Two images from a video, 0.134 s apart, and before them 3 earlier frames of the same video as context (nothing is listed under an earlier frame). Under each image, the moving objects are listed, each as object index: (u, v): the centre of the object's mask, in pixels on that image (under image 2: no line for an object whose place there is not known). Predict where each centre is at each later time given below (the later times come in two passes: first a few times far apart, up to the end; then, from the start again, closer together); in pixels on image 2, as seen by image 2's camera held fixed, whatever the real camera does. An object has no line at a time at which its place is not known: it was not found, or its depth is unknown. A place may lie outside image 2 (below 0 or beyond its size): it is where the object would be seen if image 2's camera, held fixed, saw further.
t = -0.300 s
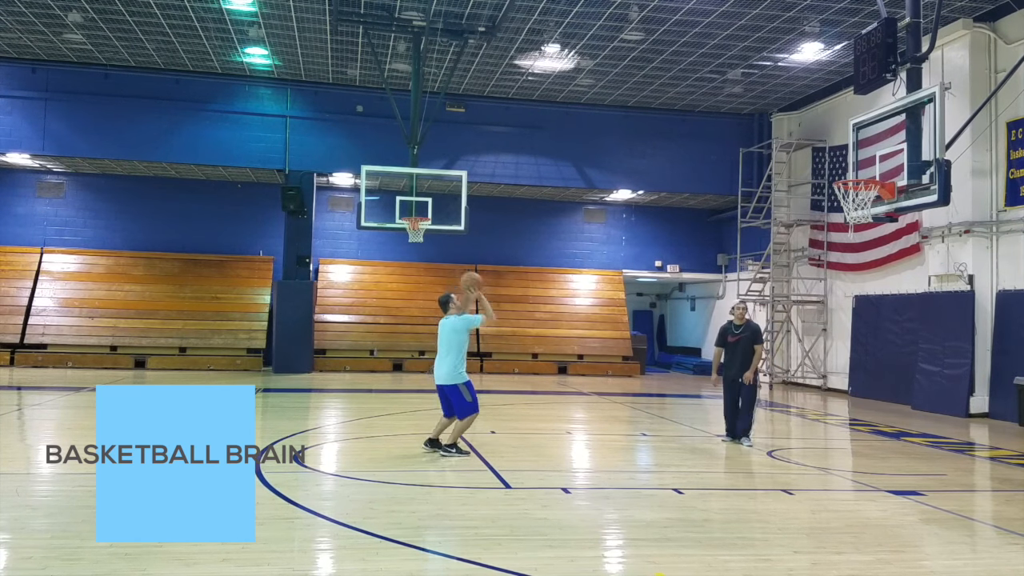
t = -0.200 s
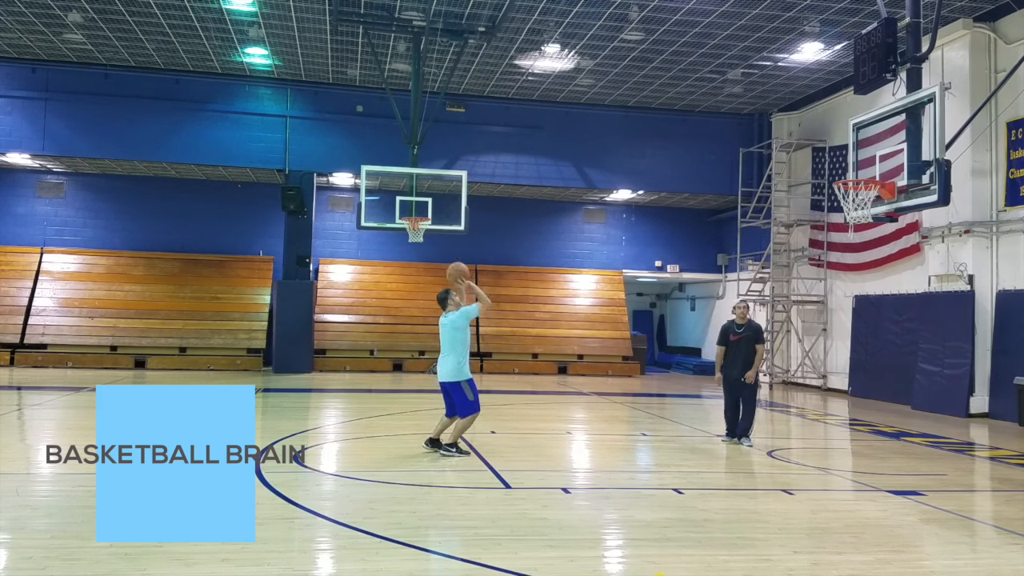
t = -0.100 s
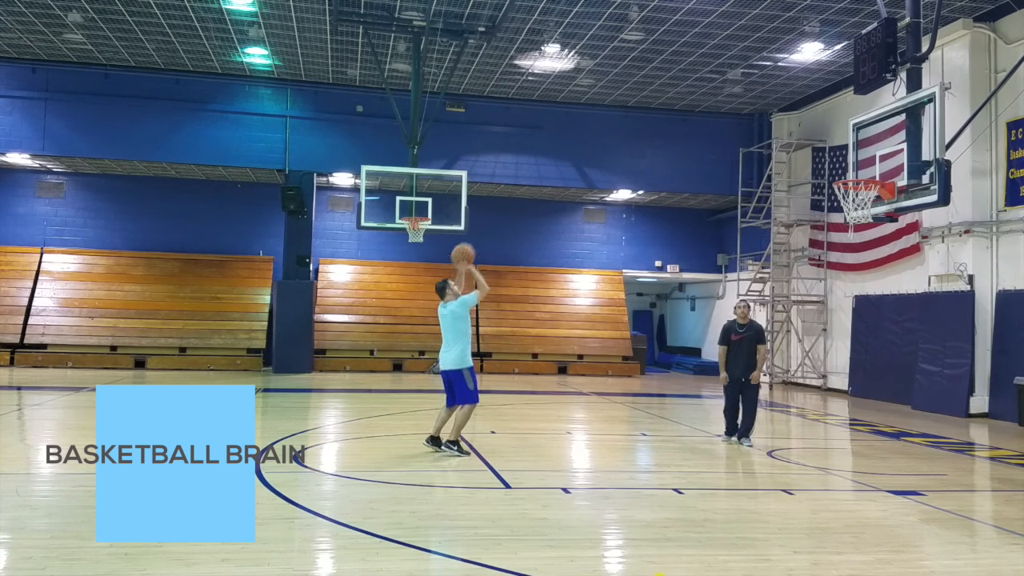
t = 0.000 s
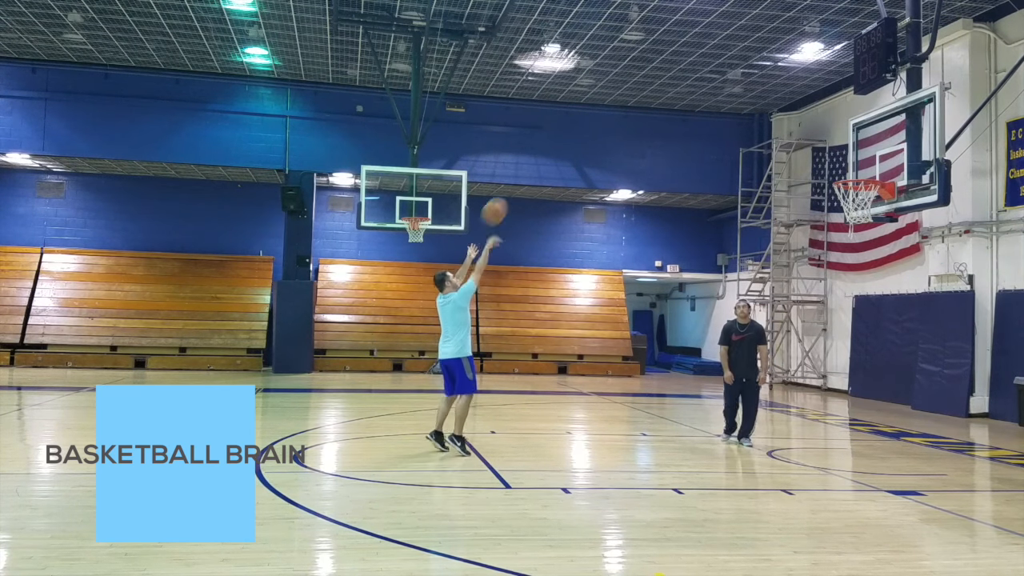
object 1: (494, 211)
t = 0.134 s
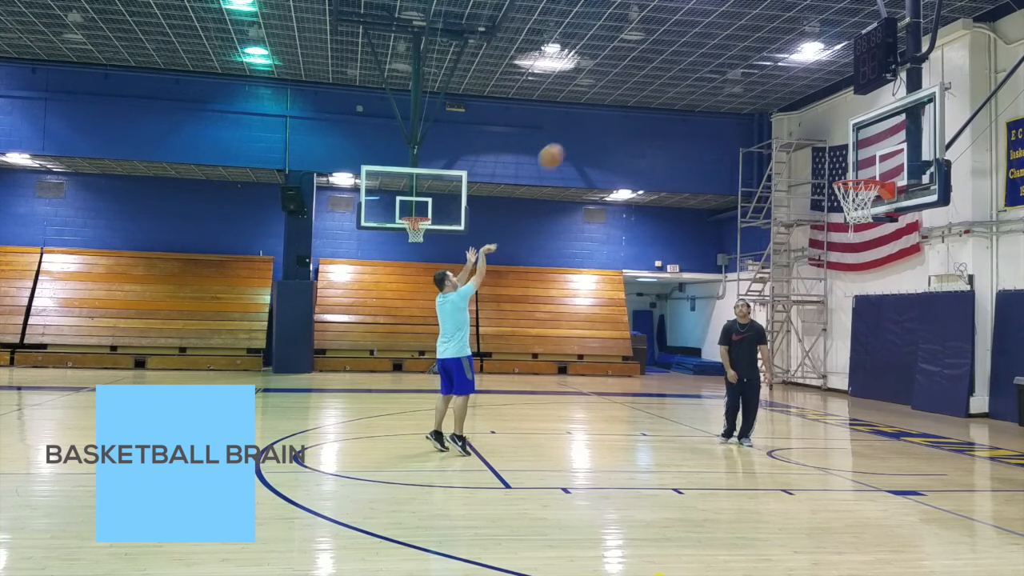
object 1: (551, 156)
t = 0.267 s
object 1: (606, 119)
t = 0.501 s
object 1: (696, 93)
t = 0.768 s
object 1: (794, 122)
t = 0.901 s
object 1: (840, 157)
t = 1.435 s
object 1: (835, 231)
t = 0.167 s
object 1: (565, 145)
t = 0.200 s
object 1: (578, 136)
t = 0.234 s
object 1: (592, 127)
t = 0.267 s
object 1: (606, 119)
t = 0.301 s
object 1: (619, 113)
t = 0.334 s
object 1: (632, 107)
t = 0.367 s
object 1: (645, 102)
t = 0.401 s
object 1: (658, 98)
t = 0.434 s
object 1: (671, 96)
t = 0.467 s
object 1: (684, 94)
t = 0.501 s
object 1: (696, 93)
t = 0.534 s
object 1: (709, 94)
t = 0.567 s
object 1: (721, 95)
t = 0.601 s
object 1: (732, 97)
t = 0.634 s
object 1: (745, 100)
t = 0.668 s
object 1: (758, 104)
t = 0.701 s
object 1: (769, 109)
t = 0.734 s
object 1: (782, 115)
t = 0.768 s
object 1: (794, 122)
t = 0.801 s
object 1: (807, 130)
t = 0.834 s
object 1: (818, 138)
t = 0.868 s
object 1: (829, 148)
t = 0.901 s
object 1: (840, 157)
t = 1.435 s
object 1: (835, 231)
